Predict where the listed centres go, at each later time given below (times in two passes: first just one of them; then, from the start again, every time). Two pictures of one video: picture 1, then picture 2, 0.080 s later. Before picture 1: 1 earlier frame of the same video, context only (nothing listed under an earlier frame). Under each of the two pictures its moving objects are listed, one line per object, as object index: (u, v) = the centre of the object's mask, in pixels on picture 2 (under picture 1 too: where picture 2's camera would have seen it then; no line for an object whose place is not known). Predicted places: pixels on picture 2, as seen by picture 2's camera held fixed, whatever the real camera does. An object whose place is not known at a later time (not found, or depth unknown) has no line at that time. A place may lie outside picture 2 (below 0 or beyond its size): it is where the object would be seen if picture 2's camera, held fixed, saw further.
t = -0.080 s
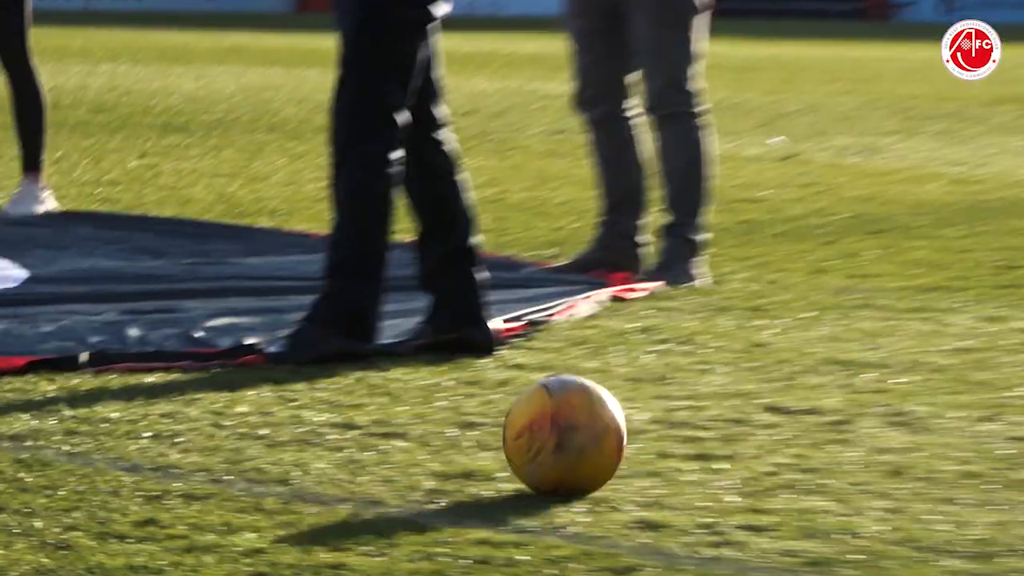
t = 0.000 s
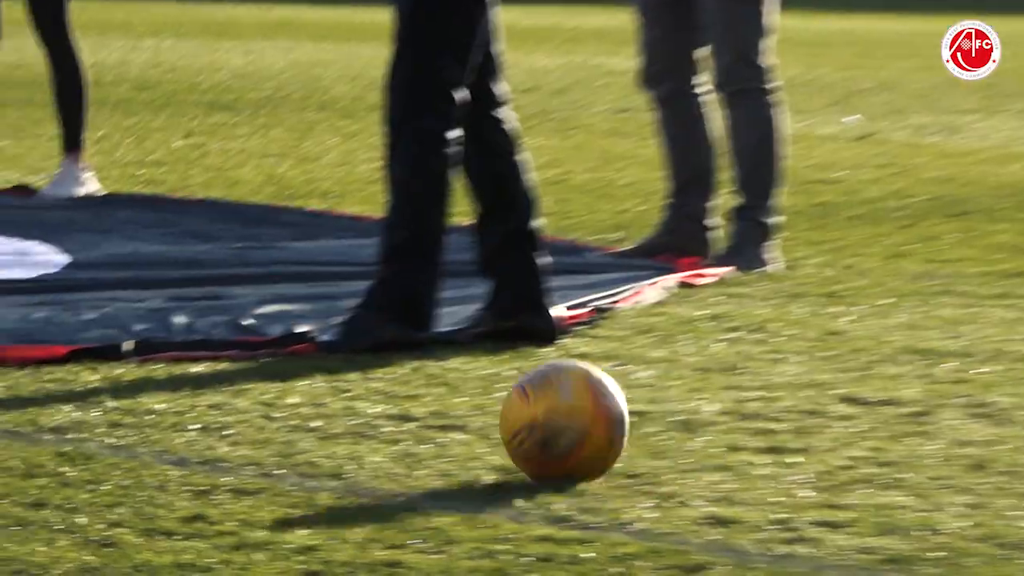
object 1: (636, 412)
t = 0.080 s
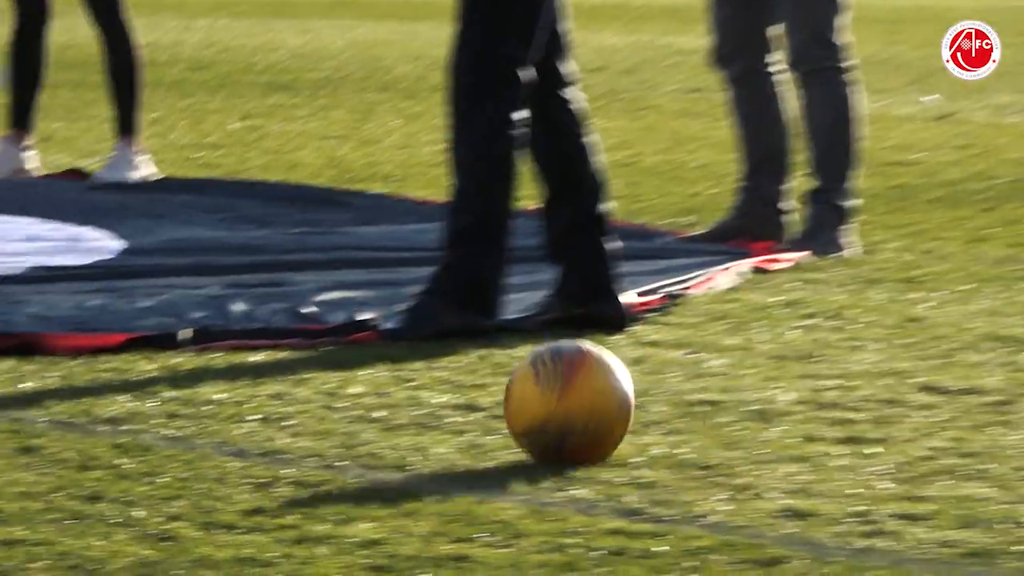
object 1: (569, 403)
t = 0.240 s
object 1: (446, 387)
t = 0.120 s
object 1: (537, 398)
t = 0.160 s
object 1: (506, 396)
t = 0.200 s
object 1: (476, 390)
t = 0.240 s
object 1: (446, 387)
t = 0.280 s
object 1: (416, 381)
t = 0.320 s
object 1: (386, 380)
